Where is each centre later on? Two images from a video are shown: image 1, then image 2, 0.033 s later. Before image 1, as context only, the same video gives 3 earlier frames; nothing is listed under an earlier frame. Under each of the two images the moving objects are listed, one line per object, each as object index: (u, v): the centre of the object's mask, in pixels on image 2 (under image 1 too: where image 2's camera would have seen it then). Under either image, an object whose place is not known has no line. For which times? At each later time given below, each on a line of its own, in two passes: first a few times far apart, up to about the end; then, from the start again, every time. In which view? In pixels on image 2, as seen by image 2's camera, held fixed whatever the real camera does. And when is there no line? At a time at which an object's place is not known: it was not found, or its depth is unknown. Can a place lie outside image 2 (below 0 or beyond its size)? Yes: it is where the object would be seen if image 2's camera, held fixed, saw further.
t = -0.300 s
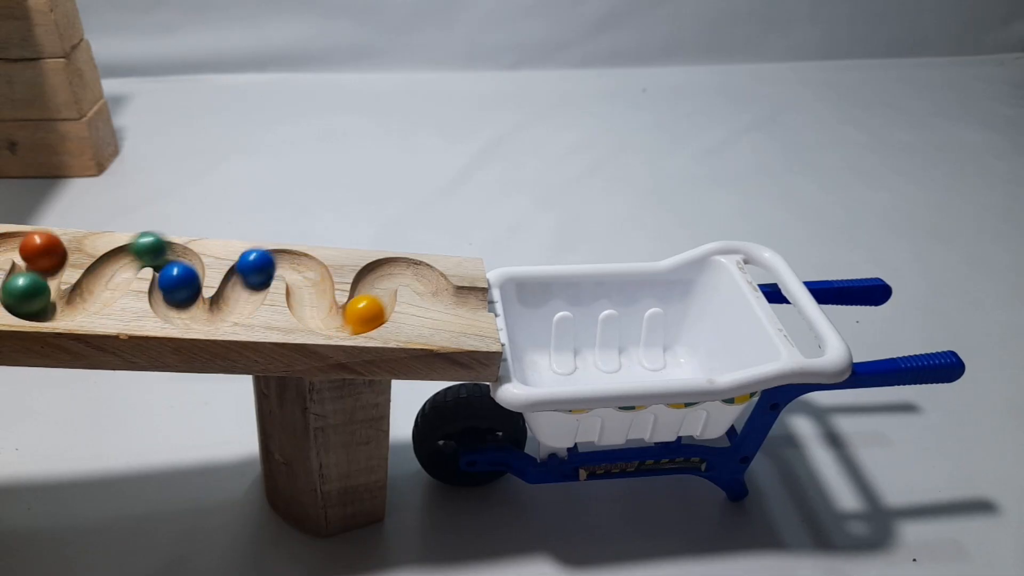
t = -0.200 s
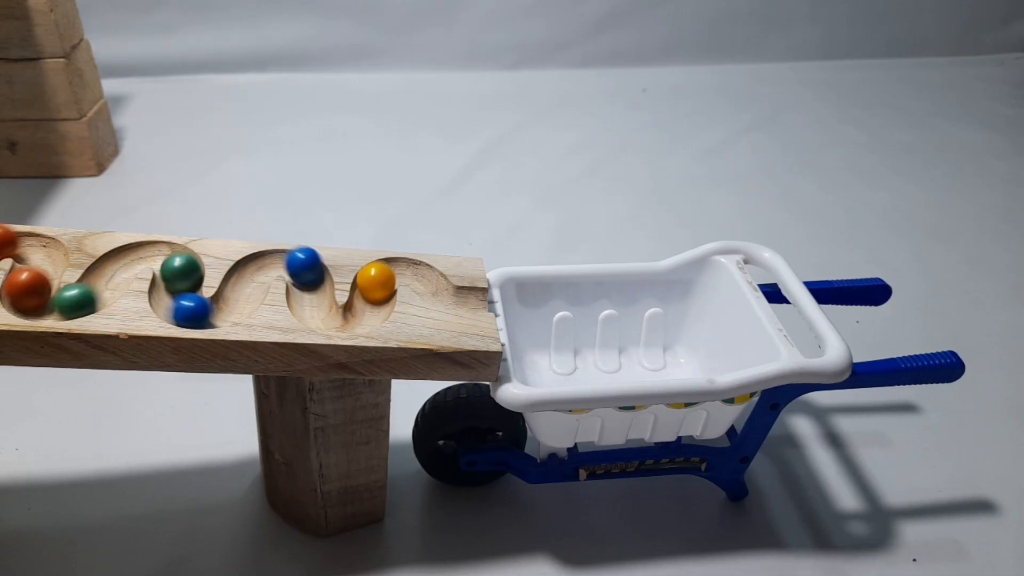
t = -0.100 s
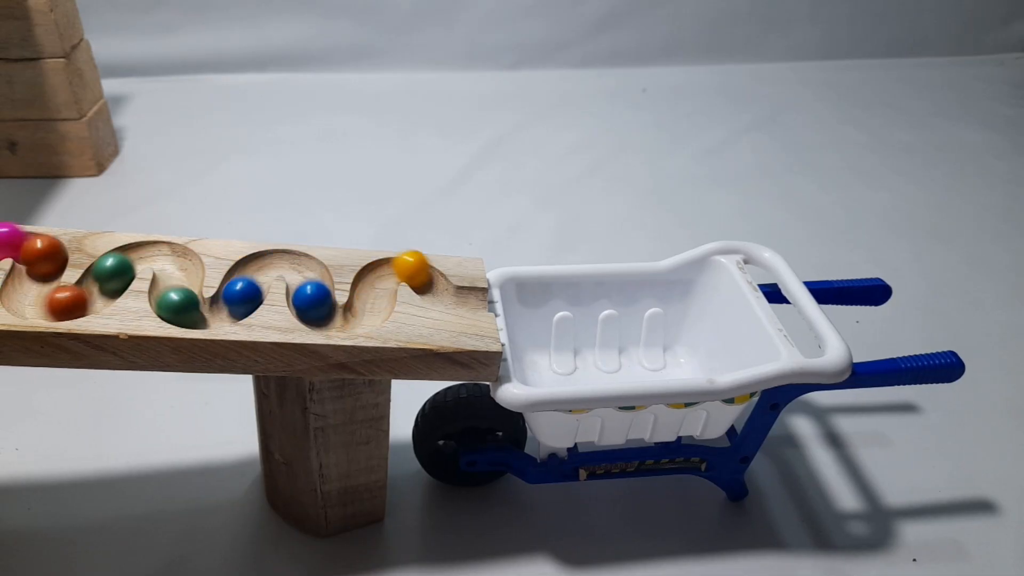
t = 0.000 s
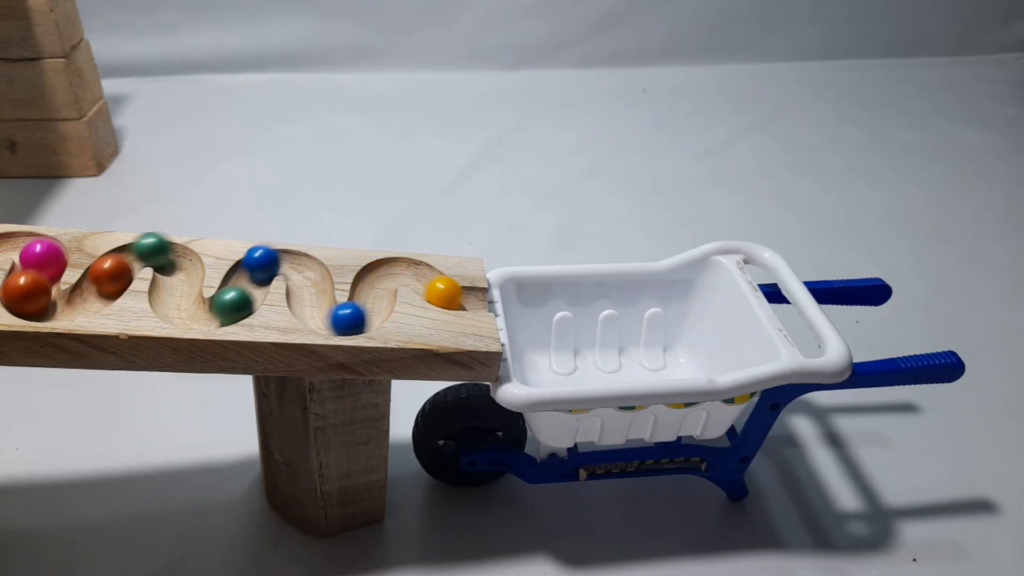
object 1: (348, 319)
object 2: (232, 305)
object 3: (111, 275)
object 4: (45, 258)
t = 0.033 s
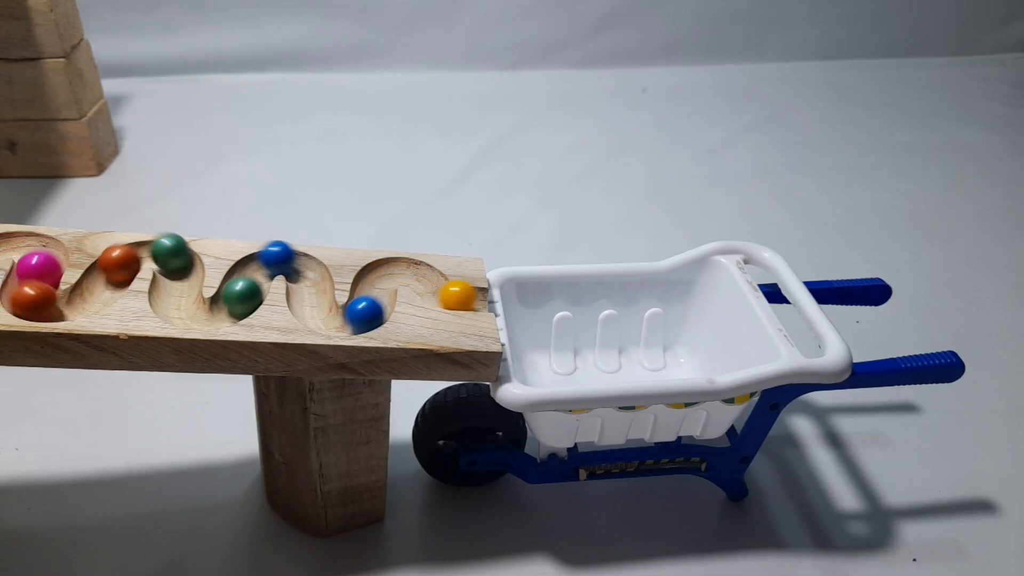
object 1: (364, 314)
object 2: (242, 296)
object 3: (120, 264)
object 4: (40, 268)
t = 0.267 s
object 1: (426, 278)
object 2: (313, 282)
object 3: (172, 299)
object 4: (108, 280)
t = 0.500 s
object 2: (375, 303)
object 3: (253, 272)
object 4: (181, 278)
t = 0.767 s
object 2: (445, 294)
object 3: (321, 315)
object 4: (251, 278)
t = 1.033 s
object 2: (632, 373)
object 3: (399, 265)
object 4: (318, 314)
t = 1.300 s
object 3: (528, 318)
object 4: (398, 266)
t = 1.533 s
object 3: (639, 368)
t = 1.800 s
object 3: (652, 362)
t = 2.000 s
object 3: (657, 362)
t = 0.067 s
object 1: (373, 306)
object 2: (248, 286)
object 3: (131, 253)
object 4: (27, 281)
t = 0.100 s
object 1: (376, 295)
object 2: (251, 275)
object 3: (150, 248)
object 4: (27, 296)
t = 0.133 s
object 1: (376, 283)
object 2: (259, 265)
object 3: (171, 251)
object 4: (39, 304)
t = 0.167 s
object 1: (380, 274)
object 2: (275, 258)
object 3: (181, 261)
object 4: (59, 304)
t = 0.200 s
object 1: (393, 267)
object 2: (296, 263)
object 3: (183, 272)
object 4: (83, 298)
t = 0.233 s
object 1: (412, 267)
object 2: (309, 271)
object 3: (176, 285)
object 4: (97, 290)
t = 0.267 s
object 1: (426, 278)
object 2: (313, 282)
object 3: (172, 299)
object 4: (108, 280)
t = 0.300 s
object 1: (435, 286)
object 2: (314, 294)
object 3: (182, 308)
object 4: (115, 270)
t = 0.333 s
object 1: (442, 292)
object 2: (313, 307)
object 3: (196, 312)
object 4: (123, 260)
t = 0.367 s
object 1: (456, 296)
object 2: (320, 314)
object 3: (218, 310)
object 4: (139, 252)
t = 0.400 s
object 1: (473, 296)
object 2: (335, 319)
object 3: (234, 303)
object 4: (159, 247)
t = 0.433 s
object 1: (493, 297)
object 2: (353, 318)
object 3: (243, 294)
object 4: (177, 256)
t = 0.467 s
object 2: (367, 313)
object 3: (249, 283)
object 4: (183, 266)
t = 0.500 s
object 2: (375, 303)
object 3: (253, 272)
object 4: (181, 278)
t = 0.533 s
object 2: (376, 292)
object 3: (262, 263)
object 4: (177, 294)
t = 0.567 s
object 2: (375, 282)
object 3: (281, 258)
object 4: (175, 303)
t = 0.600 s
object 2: (381, 274)
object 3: (297, 261)
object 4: (186, 310)
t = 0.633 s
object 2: (396, 266)
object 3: (309, 270)
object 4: (204, 312)
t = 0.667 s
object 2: (415, 271)
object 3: (313, 281)
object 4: (225, 308)
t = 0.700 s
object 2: (429, 280)
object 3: (310, 295)
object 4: (238, 300)
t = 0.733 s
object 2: (436, 288)
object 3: (311, 307)
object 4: (246, 290)
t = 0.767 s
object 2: (445, 294)
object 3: (321, 315)
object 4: (251, 278)
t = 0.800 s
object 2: (460, 296)
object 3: (338, 319)
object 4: (258, 267)
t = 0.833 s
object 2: (478, 297)
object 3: (357, 317)
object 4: (272, 259)
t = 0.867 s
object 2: (499, 299)
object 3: (369, 310)
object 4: (291, 259)
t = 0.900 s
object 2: (522, 316)
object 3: (375, 301)
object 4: (306, 266)
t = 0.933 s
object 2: (550, 342)
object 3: (376, 289)
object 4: (313, 278)
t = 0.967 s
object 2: (576, 377)
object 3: (376, 278)
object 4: (312, 291)
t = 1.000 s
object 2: (603, 371)
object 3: (383, 270)
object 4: (314, 306)
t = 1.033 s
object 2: (632, 373)
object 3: (399, 265)
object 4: (318, 314)
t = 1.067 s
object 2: (647, 374)
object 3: (419, 272)
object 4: (334, 319)
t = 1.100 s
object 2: (638, 376)
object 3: (430, 282)
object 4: (353, 318)
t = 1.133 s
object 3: (438, 290)
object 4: (367, 312)
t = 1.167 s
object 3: (449, 295)
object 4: (374, 303)
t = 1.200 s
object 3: (465, 297)
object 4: (376, 292)
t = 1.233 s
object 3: (482, 297)
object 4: (377, 281)
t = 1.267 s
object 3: (503, 302)
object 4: (382, 271)
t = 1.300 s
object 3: (528, 318)
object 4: (398, 266)
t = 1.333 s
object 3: (552, 349)
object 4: (416, 269)
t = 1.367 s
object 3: (578, 374)
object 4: (429, 279)
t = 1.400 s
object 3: (608, 369)
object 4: (437, 290)
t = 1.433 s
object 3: (618, 372)
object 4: (449, 295)
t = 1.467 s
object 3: (624, 371)
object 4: (466, 297)
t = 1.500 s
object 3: (632, 370)
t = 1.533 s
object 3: (639, 368)
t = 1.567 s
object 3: (644, 366)
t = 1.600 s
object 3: (652, 364)
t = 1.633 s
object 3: (659, 362)
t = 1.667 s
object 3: (659, 356)
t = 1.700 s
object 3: (657, 353)
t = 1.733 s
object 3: (655, 355)
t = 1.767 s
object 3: (654, 356)
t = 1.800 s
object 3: (652, 362)
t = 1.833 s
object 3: (652, 365)
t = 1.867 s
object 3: (652, 365)
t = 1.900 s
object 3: (652, 366)
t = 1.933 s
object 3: (654, 365)
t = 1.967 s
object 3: (656, 366)
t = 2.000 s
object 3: (657, 362)
